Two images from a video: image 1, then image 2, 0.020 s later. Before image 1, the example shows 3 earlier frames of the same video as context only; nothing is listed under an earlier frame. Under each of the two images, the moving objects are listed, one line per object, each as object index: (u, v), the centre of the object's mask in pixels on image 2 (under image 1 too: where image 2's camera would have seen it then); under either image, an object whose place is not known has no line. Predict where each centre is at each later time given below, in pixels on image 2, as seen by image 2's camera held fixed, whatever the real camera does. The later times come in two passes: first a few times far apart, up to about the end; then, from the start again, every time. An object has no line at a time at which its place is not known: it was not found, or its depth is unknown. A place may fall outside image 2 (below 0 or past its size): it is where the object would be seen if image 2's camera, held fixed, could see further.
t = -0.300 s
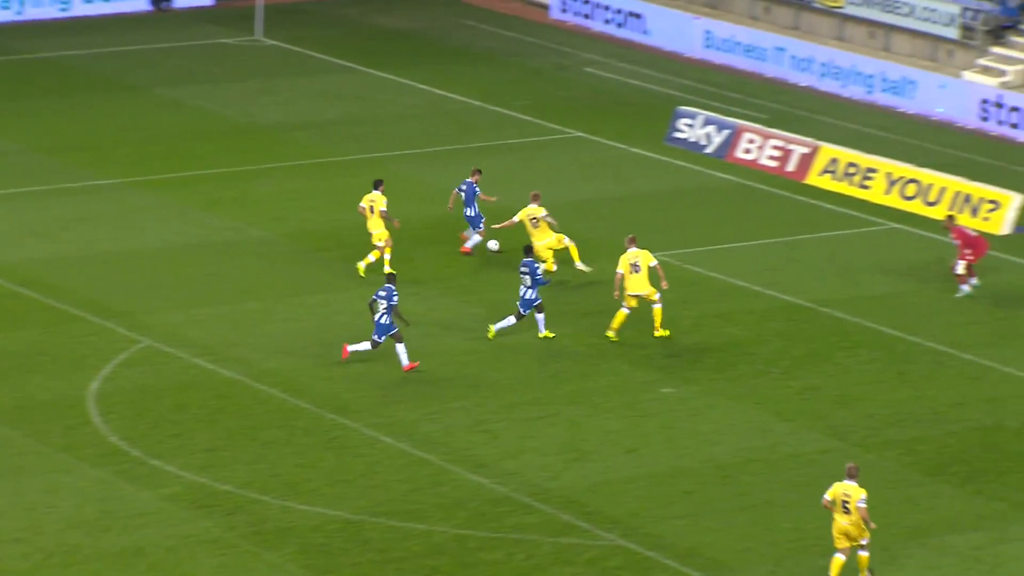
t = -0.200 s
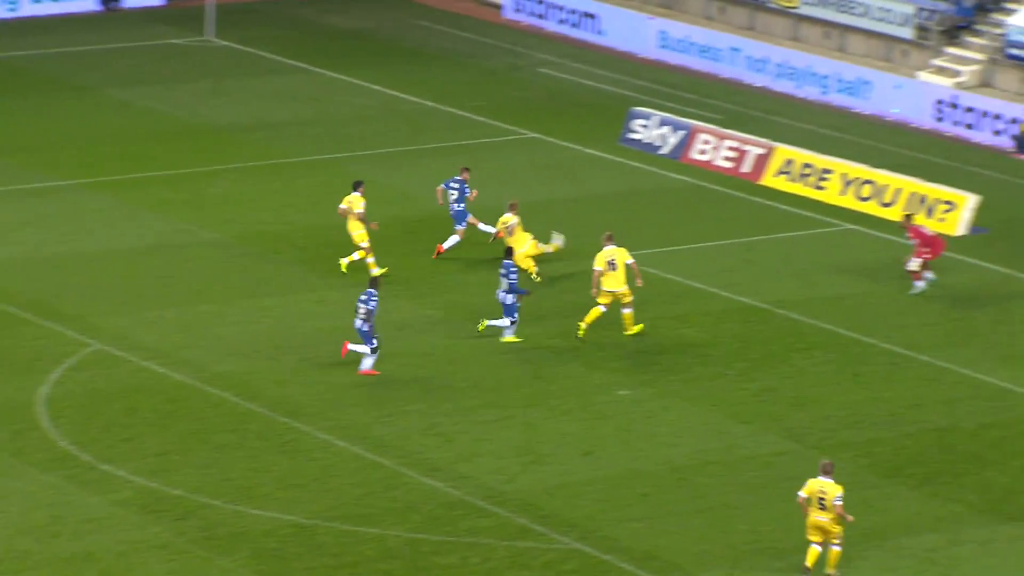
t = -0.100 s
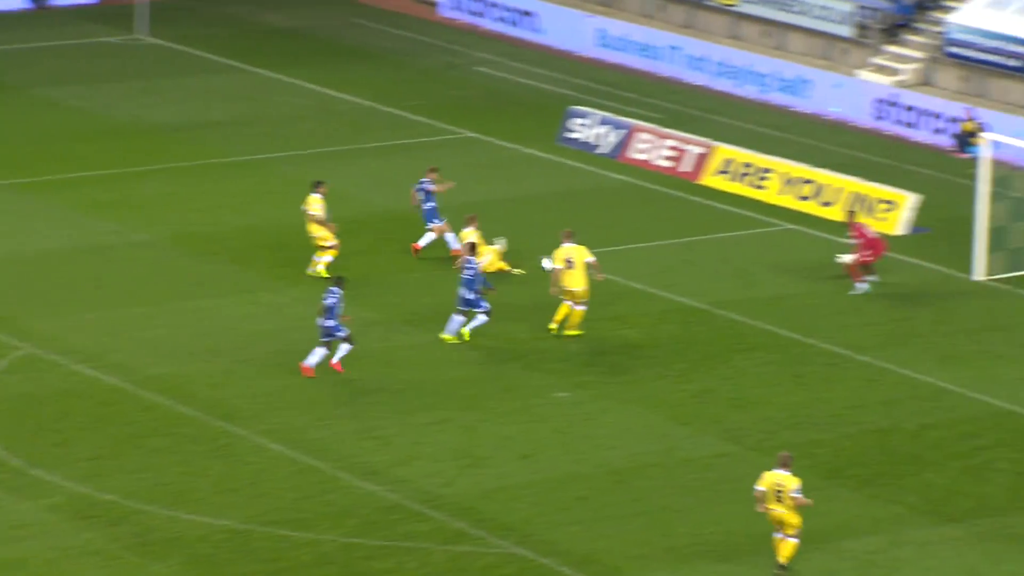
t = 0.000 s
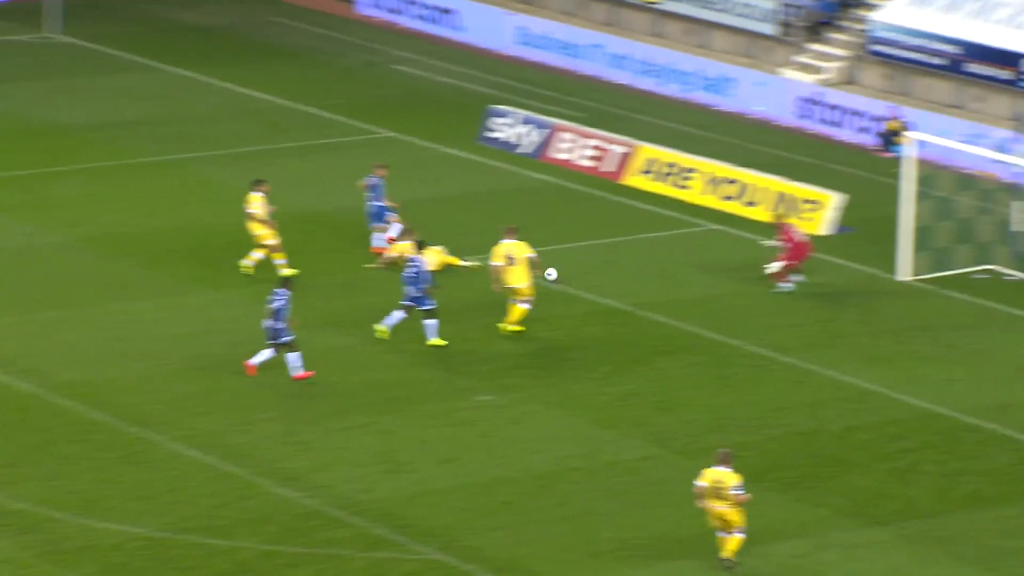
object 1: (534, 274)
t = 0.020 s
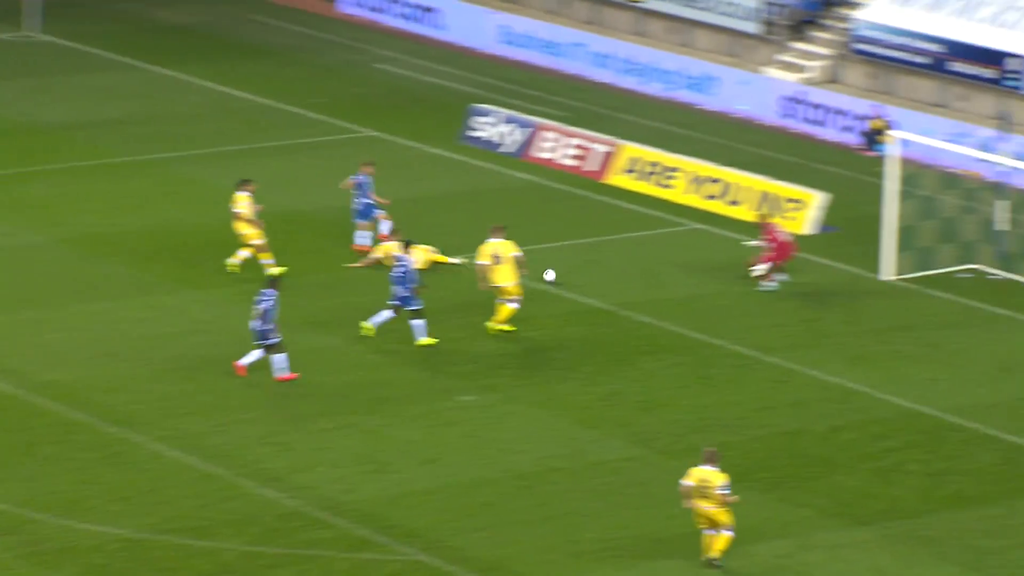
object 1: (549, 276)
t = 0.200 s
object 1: (684, 293)
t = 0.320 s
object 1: (765, 302)
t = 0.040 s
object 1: (565, 278)
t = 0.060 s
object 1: (581, 281)
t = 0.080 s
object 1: (596, 283)
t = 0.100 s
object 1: (611, 283)
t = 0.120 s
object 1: (626, 285)
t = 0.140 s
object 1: (640, 286)
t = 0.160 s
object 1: (655, 288)
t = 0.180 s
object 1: (669, 290)
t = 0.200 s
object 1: (684, 293)
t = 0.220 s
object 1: (697, 295)
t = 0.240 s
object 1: (711, 296)
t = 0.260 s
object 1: (725, 297)
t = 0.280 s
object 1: (738, 299)
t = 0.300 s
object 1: (751, 300)
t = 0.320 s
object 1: (765, 302)
